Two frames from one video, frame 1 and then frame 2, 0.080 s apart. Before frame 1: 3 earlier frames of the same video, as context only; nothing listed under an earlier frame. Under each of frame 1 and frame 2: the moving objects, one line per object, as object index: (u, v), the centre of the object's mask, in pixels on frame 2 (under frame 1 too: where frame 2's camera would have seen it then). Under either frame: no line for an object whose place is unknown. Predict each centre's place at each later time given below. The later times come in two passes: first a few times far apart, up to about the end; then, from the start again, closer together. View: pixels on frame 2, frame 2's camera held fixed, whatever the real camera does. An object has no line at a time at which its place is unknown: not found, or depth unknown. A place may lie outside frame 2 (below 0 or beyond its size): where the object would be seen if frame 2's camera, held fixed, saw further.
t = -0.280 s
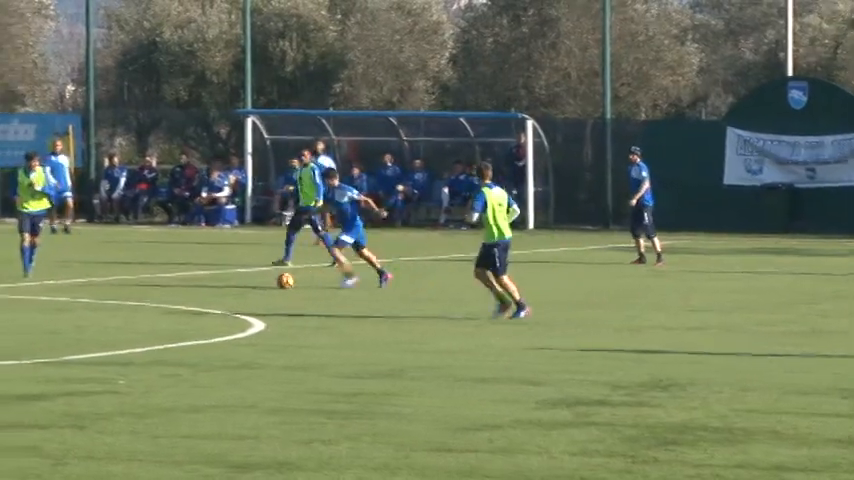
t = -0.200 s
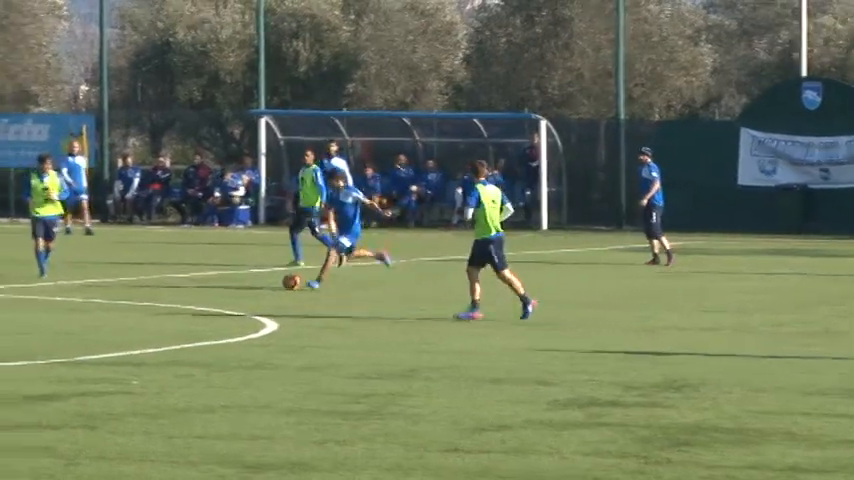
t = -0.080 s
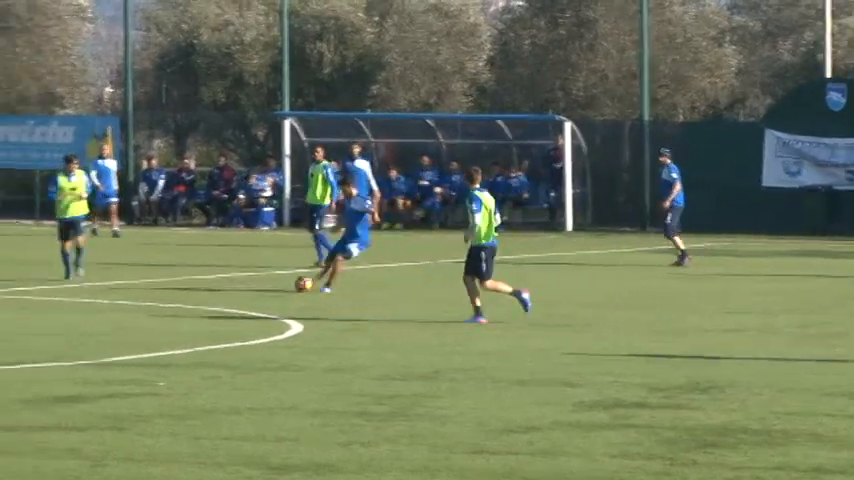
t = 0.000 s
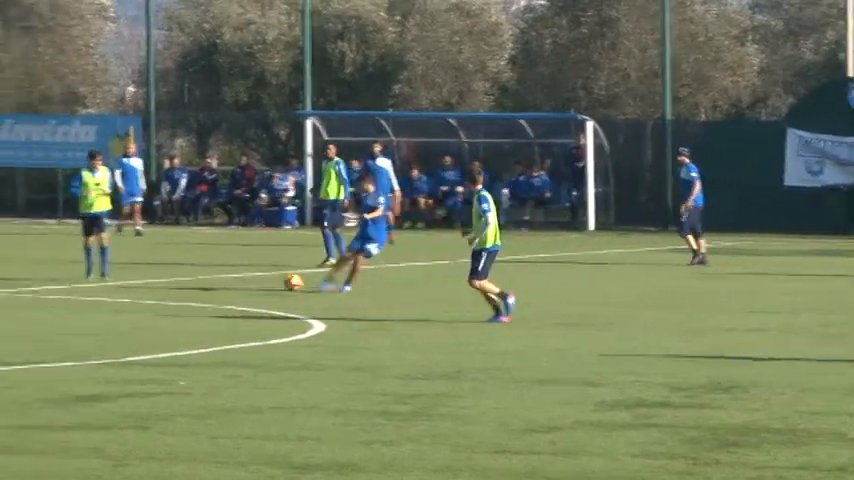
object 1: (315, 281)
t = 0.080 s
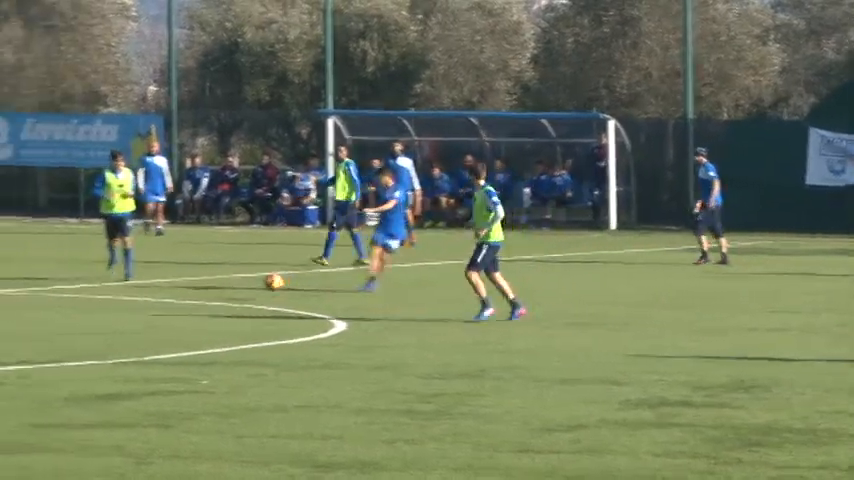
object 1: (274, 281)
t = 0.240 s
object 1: (194, 303)
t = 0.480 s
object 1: (90, 314)
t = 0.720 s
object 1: (-9, 328)
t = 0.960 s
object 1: (-99, 354)
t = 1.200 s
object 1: (-192, 375)
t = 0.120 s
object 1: (254, 284)
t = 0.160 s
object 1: (234, 289)
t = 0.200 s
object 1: (214, 296)
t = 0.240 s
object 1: (194, 303)
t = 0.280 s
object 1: (177, 300)
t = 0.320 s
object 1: (159, 298)
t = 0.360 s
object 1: (143, 299)
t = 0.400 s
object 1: (125, 301)
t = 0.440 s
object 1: (108, 306)
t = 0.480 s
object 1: (90, 314)
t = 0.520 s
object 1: (72, 323)
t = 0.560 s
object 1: (55, 325)
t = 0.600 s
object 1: (39, 323)
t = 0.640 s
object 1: (23, 323)
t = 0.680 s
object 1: (7, 325)
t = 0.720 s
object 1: (-9, 328)
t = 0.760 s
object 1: (-25, 335)
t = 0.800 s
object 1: (-41, 343)
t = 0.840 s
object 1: (-57, 353)
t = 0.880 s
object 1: (-70, 352)
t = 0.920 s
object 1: (-84, 352)
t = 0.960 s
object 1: (-99, 354)
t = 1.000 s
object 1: (-115, 358)
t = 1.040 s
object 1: (-130, 364)
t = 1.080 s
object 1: (-146, 373)
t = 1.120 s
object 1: (-161, 375)
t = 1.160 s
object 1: (-177, 374)
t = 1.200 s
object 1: (-192, 375)
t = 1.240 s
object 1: (-208, 378)
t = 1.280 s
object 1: (-223, 384)
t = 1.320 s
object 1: (-239, 392)
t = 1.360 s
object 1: (-255, 402)
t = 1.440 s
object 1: (-288, 403)
